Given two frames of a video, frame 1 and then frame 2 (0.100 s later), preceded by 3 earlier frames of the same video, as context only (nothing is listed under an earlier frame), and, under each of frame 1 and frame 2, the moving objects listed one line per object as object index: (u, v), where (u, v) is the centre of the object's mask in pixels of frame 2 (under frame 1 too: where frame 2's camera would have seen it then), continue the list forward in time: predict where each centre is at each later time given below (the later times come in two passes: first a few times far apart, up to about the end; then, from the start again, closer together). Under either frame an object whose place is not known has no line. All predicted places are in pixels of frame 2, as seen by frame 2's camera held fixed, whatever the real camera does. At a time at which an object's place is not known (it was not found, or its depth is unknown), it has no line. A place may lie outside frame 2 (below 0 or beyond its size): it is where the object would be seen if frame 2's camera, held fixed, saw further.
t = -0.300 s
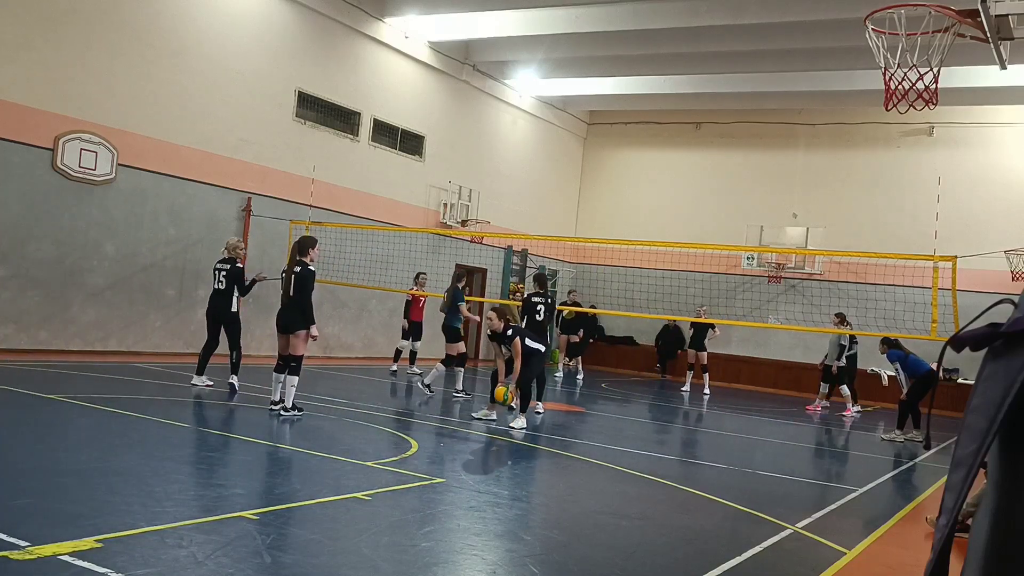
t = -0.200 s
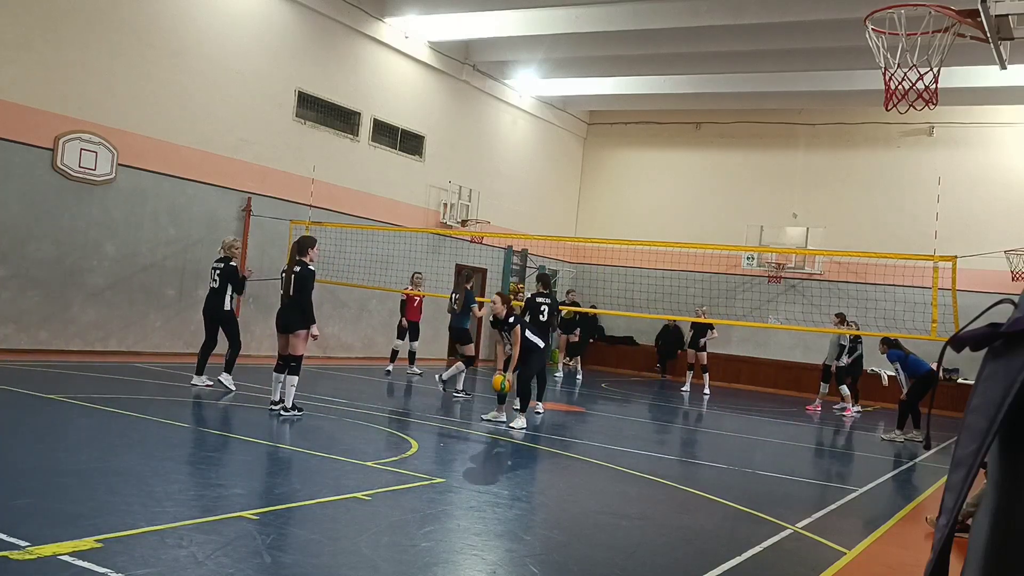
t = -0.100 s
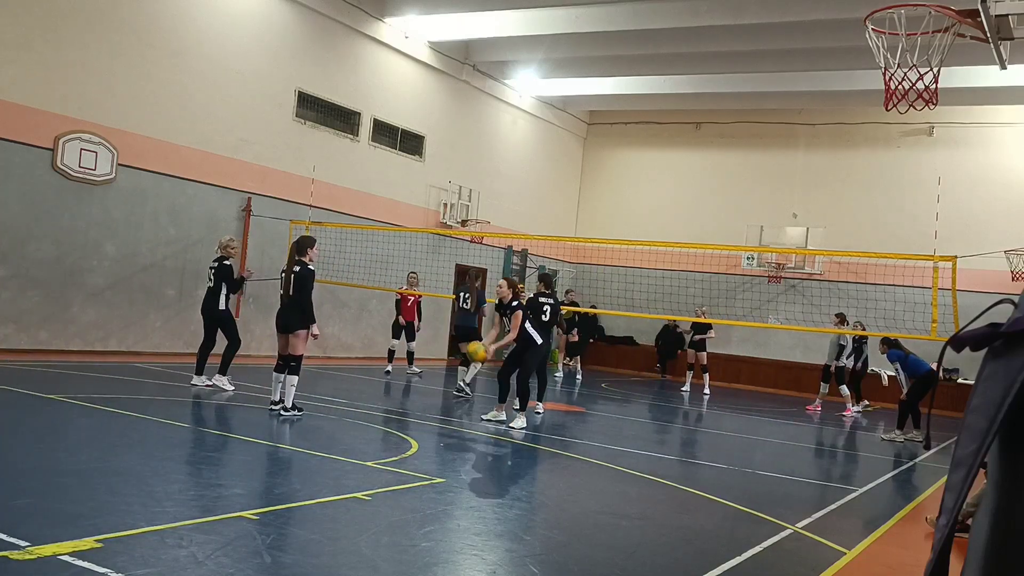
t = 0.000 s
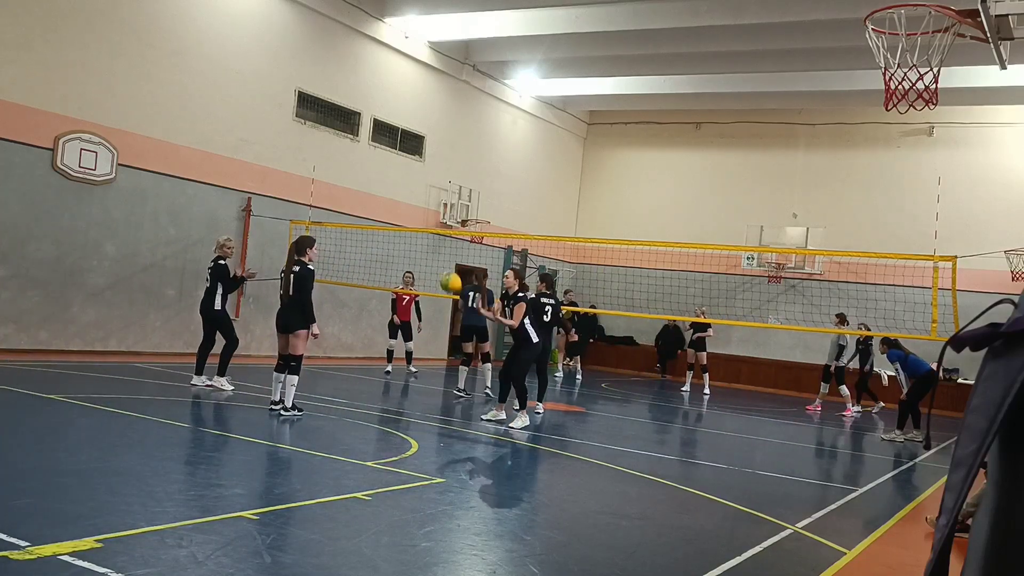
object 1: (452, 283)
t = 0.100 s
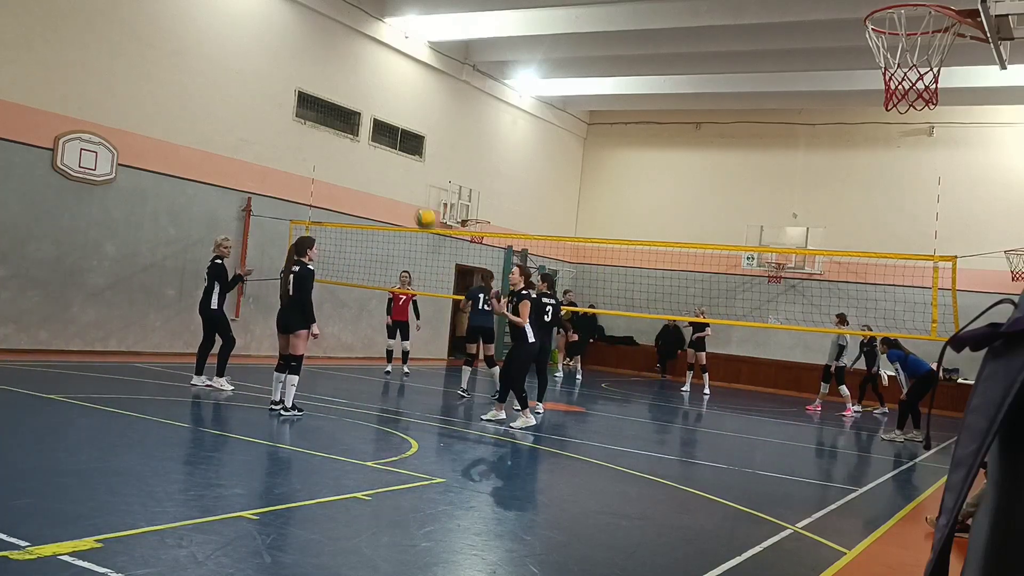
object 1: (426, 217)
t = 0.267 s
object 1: (378, 129)
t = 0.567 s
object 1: (281, 41)
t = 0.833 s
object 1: (181, 38)
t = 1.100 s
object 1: (61, 120)
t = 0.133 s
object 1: (416, 196)
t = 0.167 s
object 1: (407, 178)
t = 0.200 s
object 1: (398, 162)
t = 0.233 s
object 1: (387, 144)
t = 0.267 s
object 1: (378, 129)
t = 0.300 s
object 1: (367, 116)
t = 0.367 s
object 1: (346, 90)
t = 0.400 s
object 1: (336, 80)
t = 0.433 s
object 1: (326, 70)
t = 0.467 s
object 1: (314, 61)
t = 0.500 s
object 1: (304, 53)
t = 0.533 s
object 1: (293, 47)
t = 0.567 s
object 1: (281, 41)
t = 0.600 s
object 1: (269, 36)
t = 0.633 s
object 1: (258, 33)
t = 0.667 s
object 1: (246, 31)
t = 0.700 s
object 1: (232, 30)
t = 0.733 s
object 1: (221, 30)
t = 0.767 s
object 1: (207, 32)
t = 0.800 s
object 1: (194, 34)
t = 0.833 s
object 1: (181, 38)
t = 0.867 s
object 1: (167, 44)
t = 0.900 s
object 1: (153, 51)
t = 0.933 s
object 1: (139, 58)
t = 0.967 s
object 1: (123, 67)
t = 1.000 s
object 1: (107, 78)
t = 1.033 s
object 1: (93, 91)
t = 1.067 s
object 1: (76, 105)
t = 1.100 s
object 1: (61, 120)
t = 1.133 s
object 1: (43, 138)
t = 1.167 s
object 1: (26, 156)
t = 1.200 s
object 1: (15, 178)
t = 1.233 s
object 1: (4, 200)
